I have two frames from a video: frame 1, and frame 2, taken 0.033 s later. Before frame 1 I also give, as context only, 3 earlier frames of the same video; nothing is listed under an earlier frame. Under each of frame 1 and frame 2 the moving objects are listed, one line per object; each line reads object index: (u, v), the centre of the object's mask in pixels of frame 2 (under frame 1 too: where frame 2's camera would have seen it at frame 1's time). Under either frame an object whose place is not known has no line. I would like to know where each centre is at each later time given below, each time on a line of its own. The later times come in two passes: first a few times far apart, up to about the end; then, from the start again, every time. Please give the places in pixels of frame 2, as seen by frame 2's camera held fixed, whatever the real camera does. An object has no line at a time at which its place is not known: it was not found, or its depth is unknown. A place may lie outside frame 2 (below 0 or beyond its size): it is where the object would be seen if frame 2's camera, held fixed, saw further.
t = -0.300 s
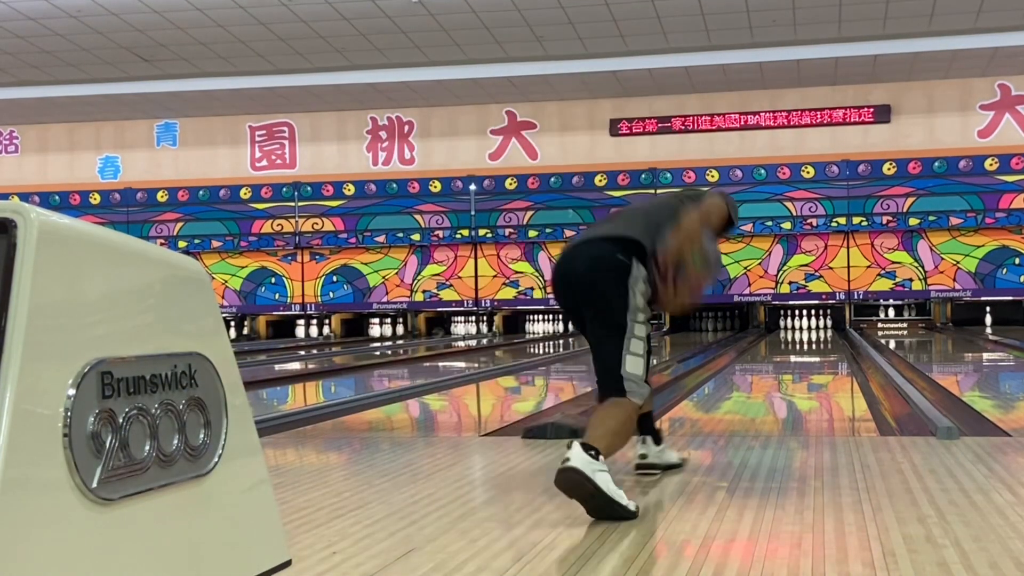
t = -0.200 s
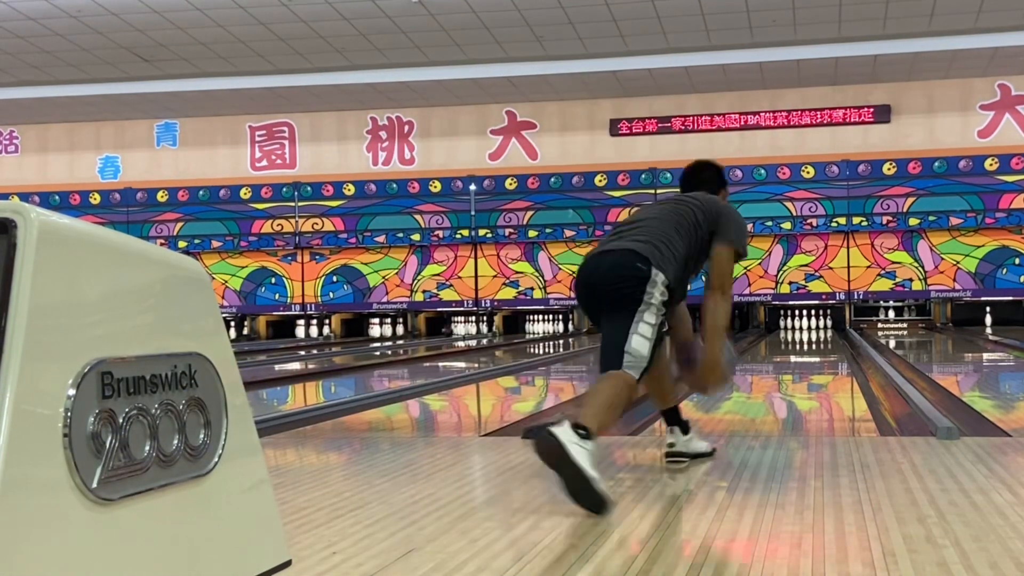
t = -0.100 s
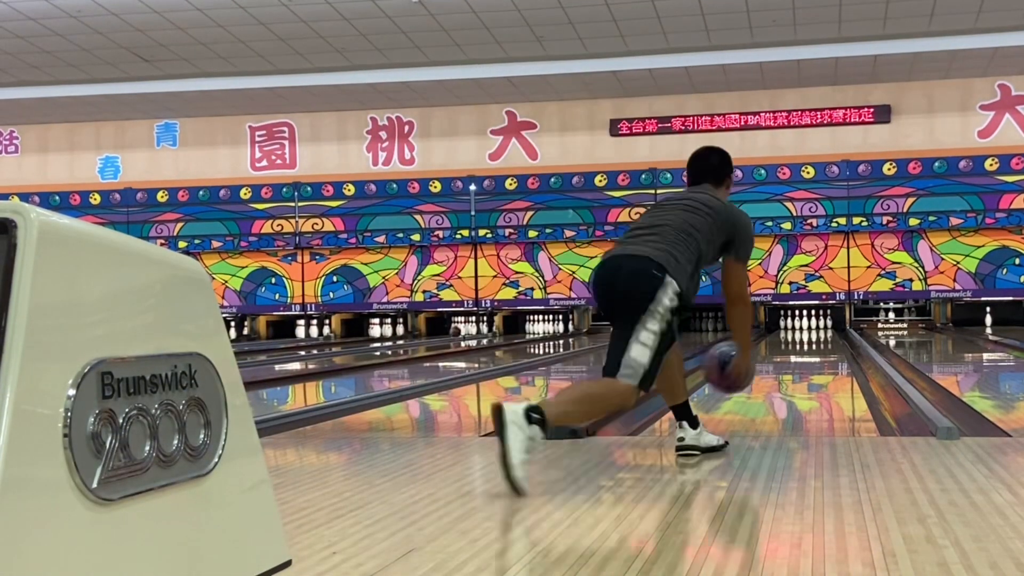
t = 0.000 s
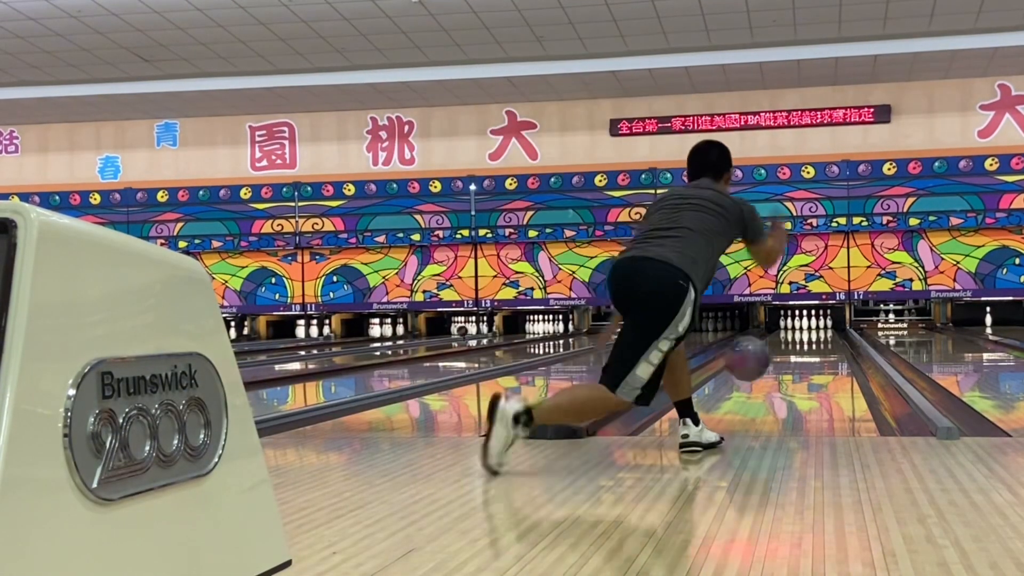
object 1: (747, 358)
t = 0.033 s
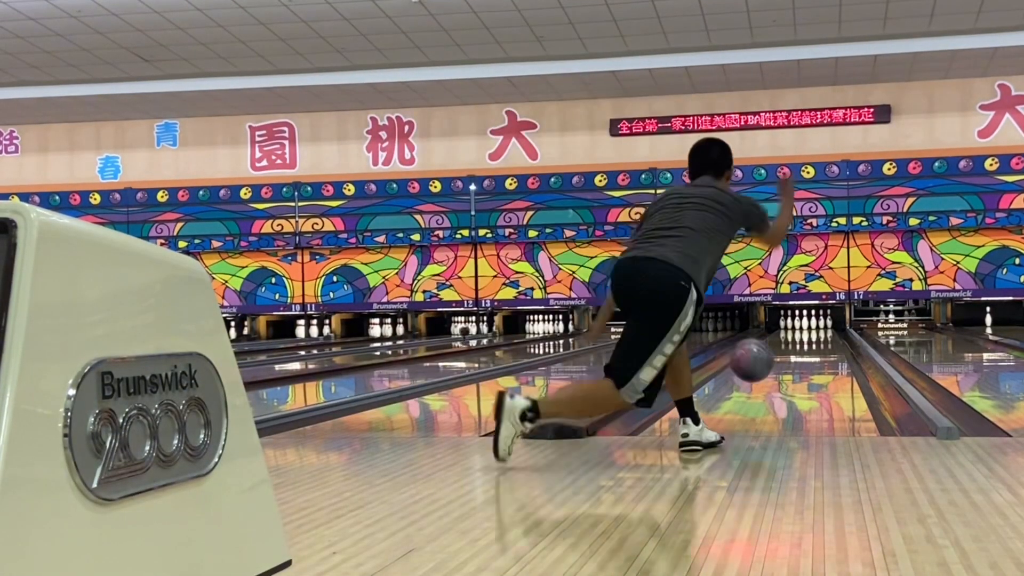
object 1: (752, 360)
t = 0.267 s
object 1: (778, 375)
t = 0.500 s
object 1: (793, 362)
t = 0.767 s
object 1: (805, 351)
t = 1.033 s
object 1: (812, 343)
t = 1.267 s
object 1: (816, 338)
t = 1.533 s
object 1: (820, 334)
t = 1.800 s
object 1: (821, 330)
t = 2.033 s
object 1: (818, 328)
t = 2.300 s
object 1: (811, 325)
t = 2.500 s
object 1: (806, 324)
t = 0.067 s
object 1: (756, 364)
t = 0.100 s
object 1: (761, 370)
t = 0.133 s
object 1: (765, 377)
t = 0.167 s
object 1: (768, 384)
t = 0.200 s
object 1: (772, 378)
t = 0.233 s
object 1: (775, 376)
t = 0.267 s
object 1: (778, 375)
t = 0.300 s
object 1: (780, 373)
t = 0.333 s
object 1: (782, 371)
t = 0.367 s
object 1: (785, 369)
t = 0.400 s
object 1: (788, 368)
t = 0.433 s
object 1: (789, 366)
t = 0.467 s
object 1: (791, 363)
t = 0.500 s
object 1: (793, 362)
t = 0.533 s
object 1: (795, 361)
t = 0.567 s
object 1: (797, 359)
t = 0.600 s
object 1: (798, 357)
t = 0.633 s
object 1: (800, 356)
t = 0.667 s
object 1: (801, 355)
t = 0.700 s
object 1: (802, 354)
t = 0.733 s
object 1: (804, 353)
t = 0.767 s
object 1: (805, 351)
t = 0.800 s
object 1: (806, 349)
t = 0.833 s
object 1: (807, 348)
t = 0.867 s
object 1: (809, 347)
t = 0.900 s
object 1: (809, 347)
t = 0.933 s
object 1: (810, 346)
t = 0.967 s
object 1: (811, 346)
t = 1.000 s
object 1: (811, 344)
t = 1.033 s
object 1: (812, 343)
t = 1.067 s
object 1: (813, 342)
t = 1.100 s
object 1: (814, 342)
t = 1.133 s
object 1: (815, 341)
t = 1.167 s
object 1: (815, 340)
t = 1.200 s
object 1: (816, 340)
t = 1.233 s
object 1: (817, 339)
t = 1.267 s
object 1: (816, 338)
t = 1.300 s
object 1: (817, 338)
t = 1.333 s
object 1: (817, 337)
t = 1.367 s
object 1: (817, 337)
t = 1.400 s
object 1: (818, 337)
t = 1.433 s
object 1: (818, 336)
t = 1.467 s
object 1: (819, 334)
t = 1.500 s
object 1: (820, 334)
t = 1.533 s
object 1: (820, 334)
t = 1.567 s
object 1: (820, 333)
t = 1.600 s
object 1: (820, 333)
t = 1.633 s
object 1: (821, 332)
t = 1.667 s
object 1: (821, 331)
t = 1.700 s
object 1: (821, 331)
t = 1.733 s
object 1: (821, 331)
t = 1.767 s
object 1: (821, 330)
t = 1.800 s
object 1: (821, 330)
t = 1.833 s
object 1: (820, 330)
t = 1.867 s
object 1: (820, 329)
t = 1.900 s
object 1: (820, 329)
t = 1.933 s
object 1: (819, 328)
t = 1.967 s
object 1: (819, 328)
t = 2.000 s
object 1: (819, 328)
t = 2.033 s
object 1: (818, 328)
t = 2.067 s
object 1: (816, 327)
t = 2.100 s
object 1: (816, 327)
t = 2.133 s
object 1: (814, 327)
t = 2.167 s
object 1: (814, 326)
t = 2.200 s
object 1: (813, 326)
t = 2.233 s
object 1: (813, 326)
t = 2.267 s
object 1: (812, 326)
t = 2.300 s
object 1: (811, 325)
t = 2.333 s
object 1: (808, 325)
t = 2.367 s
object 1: (808, 325)
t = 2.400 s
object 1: (807, 325)
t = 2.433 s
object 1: (807, 324)
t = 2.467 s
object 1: (806, 324)
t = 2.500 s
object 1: (806, 324)
